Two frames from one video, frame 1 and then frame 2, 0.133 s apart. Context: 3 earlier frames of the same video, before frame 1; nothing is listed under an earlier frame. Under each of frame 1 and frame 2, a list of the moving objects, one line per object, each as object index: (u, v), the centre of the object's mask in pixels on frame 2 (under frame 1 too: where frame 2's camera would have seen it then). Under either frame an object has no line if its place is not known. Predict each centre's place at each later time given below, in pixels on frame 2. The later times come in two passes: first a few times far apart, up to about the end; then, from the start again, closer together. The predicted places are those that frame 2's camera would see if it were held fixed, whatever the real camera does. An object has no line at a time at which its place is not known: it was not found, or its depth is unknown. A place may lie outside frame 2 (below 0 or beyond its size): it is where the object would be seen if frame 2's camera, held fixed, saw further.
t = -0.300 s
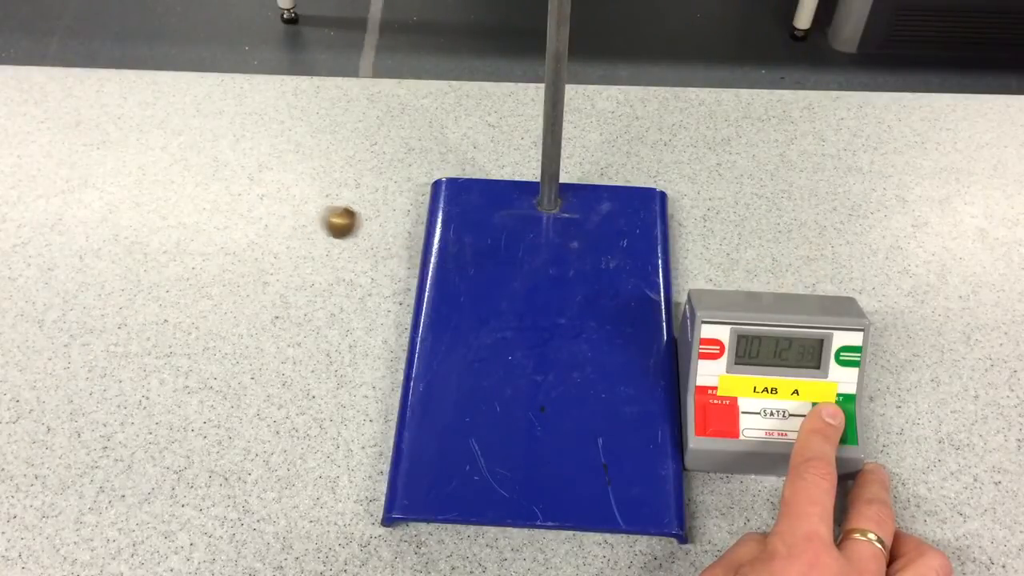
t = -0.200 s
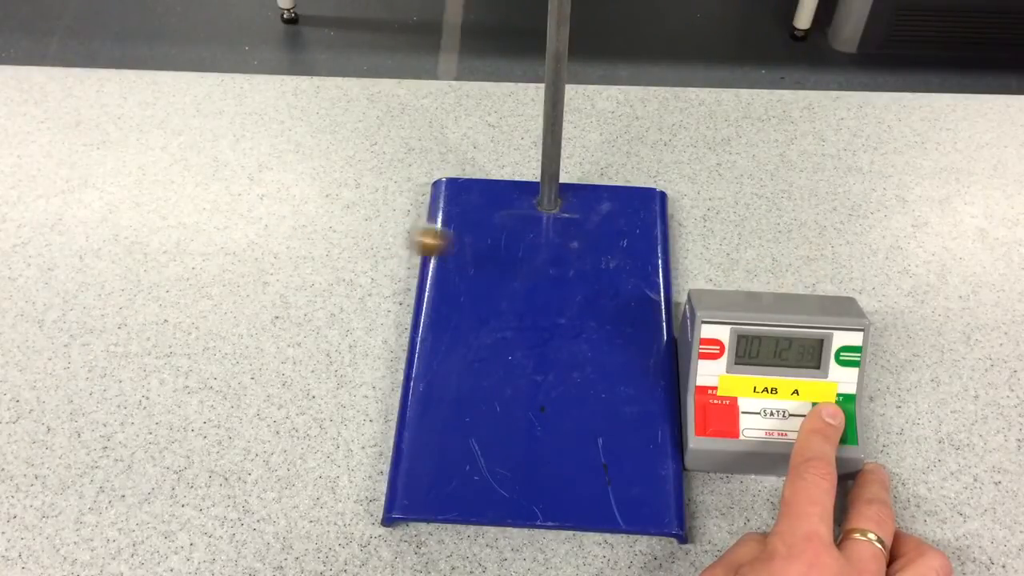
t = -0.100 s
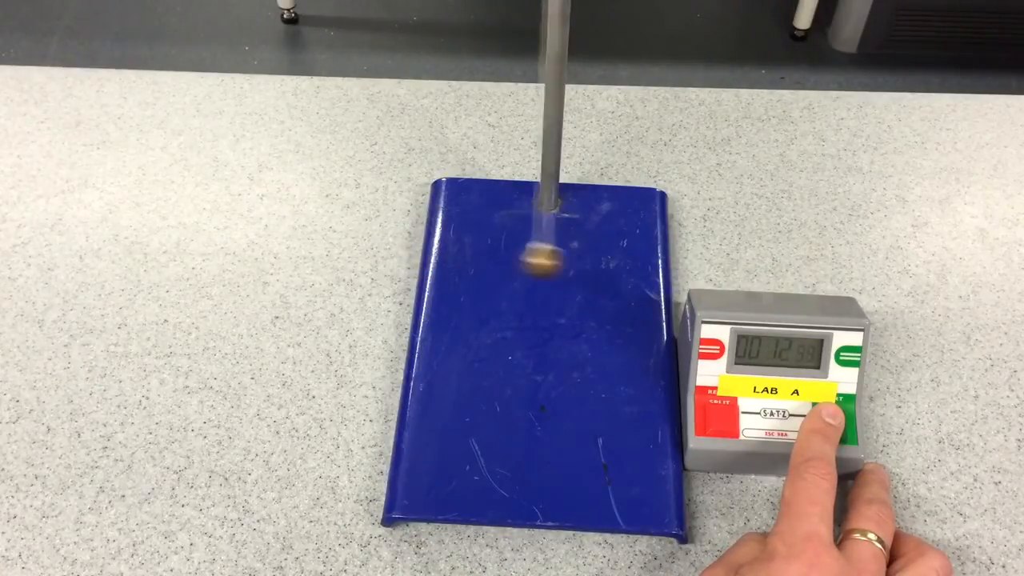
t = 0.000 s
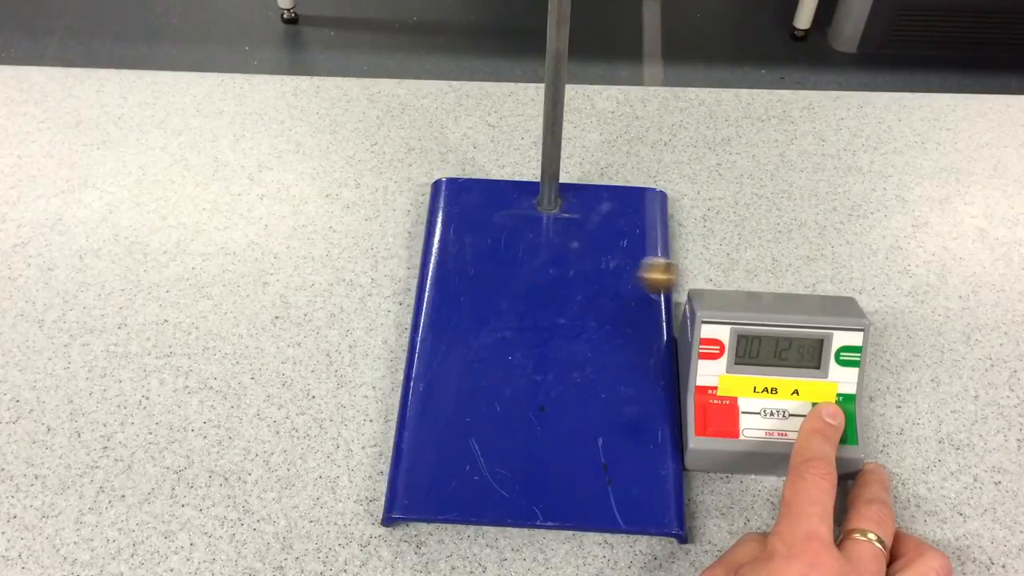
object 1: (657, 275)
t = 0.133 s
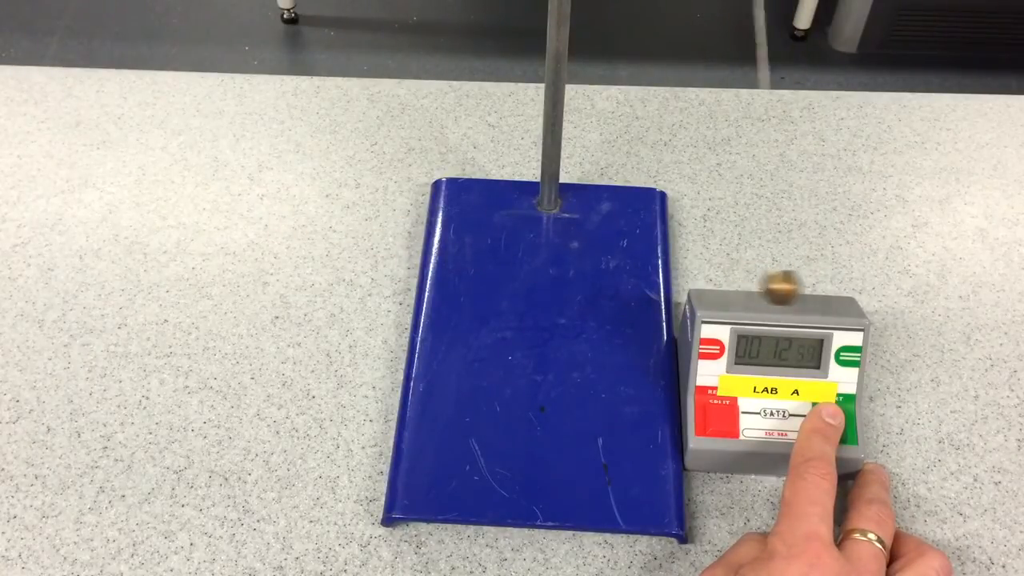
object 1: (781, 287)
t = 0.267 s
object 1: (823, 295)
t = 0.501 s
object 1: (664, 301)
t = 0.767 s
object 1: (373, 249)
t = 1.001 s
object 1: (296, 210)
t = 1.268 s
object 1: (505, 253)
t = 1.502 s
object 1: (754, 287)
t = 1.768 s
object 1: (784, 306)
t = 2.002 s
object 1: (548, 289)
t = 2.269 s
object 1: (311, 222)
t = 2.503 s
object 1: (348, 219)
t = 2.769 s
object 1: (622, 272)
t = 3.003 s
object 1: (808, 297)
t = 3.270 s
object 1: (697, 309)
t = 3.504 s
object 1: (438, 263)
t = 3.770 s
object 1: (299, 207)
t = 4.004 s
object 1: (440, 238)
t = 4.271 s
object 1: (724, 289)
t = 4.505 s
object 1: (806, 308)
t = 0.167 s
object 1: (800, 289)
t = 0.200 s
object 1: (814, 291)
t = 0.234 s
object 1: (822, 293)
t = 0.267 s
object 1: (823, 295)
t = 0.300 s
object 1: (817, 297)
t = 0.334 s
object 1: (805, 300)
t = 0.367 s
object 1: (786, 302)
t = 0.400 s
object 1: (763, 304)
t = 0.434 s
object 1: (735, 305)
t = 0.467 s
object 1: (702, 305)
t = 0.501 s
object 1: (664, 301)
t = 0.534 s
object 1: (629, 299)
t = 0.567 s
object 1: (589, 295)
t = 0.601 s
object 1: (549, 289)
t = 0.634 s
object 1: (509, 282)
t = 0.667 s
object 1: (471, 274)
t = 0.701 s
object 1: (437, 265)
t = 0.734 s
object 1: (402, 259)
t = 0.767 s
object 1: (373, 249)
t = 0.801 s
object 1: (346, 239)
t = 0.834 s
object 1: (324, 230)
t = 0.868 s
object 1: (308, 223)
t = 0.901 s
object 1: (296, 217)
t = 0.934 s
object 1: (291, 213)
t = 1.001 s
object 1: (296, 210)
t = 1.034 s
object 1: (307, 212)
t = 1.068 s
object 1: (323, 215)
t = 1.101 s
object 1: (344, 220)
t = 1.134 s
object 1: (370, 226)
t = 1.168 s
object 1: (400, 233)
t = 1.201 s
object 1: (432, 239)
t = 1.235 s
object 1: (467, 246)
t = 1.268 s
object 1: (505, 253)
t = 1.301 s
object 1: (543, 260)
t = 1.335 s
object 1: (582, 266)
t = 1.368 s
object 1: (621, 271)
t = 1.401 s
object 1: (657, 276)
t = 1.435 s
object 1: (695, 282)
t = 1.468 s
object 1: (725, 285)
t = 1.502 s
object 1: (754, 287)
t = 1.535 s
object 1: (778, 290)
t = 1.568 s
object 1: (798, 292)
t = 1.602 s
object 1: (811, 294)
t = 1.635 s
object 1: (819, 296)
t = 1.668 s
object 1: (819, 298)
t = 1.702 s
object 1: (813, 301)
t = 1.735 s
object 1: (801, 303)
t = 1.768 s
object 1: (784, 306)
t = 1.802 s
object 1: (760, 307)
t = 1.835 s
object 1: (732, 307)
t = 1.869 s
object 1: (699, 306)
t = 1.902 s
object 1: (662, 303)
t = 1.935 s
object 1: (626, 300)
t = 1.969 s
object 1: (587, 295)
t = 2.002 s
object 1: (548, 289)
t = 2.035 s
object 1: (509, 282)
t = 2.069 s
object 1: (471, 274)
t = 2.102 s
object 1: (439, 264)
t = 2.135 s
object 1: (402, 258)
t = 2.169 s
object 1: (373, 247)
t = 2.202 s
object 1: (348, 238)
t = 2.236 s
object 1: (327, 229)
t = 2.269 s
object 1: (311, 222)
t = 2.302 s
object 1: (300, 216)
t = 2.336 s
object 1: (295, 211)
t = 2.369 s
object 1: (295, 209)
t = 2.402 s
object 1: (300, 209)
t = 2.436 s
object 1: (311, 210)
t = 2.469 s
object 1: (327, 214)
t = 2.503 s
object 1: (348, 219)
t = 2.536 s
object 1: (373, 225)
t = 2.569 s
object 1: (402, 232)
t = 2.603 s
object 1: (438, 239)
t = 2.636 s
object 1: (470, 245)
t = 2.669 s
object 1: (507, 253)
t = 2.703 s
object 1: (545, 260)
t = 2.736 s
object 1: (584, 266)
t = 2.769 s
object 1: (622, 272)
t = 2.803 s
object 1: (656, 276)
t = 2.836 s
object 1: (694, 284)
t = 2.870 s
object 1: (725, 287)
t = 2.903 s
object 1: (753, 290)
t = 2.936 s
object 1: (776, 292)
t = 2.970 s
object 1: (795, 294)
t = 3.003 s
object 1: (808, 297)
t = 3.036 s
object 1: (815, 299)
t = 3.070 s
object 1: (815, 302)
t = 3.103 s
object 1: (809, 304)
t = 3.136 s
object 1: (797, 306)
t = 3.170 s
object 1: (780, 309)
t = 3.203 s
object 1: (757, 309)
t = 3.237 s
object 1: (729, 309)
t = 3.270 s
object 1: (697, 309)
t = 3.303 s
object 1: (658, 304)
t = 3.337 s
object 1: (623, 300)
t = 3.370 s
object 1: (585, 296)
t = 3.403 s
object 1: (546, 289)
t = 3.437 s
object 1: (509, 281)
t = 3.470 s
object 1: (472, 273)
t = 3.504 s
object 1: (438, 263)
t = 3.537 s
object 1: (402, 256)
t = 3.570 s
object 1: (374, 246)
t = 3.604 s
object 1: (350, 236)
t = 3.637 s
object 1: (329, 227)
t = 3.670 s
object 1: (314, 220)
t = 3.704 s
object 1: (304, 214)
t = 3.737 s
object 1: (299, 210)
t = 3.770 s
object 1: (299, 207)
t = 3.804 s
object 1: (304, 207)
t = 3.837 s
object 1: (315, 209)
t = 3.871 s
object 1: (331, 213)
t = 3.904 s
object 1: (352, 218)
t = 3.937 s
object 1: (377, 224)
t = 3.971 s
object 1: (404, 232)
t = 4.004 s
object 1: (440, 238)
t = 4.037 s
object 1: (472, 245)
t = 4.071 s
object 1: (509, 253)
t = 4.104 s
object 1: (547, 260)
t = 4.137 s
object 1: (585, 266)
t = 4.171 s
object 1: (622, 272)
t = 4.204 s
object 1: (657, 278)
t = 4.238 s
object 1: (694, 286)
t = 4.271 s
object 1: (724, 289)
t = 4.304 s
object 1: (751, 292)
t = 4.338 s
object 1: (775, 295)
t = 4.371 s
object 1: (792, 298)
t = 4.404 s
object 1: (805, 301)
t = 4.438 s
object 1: (812, 303)
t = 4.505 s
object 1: (806, 308)
